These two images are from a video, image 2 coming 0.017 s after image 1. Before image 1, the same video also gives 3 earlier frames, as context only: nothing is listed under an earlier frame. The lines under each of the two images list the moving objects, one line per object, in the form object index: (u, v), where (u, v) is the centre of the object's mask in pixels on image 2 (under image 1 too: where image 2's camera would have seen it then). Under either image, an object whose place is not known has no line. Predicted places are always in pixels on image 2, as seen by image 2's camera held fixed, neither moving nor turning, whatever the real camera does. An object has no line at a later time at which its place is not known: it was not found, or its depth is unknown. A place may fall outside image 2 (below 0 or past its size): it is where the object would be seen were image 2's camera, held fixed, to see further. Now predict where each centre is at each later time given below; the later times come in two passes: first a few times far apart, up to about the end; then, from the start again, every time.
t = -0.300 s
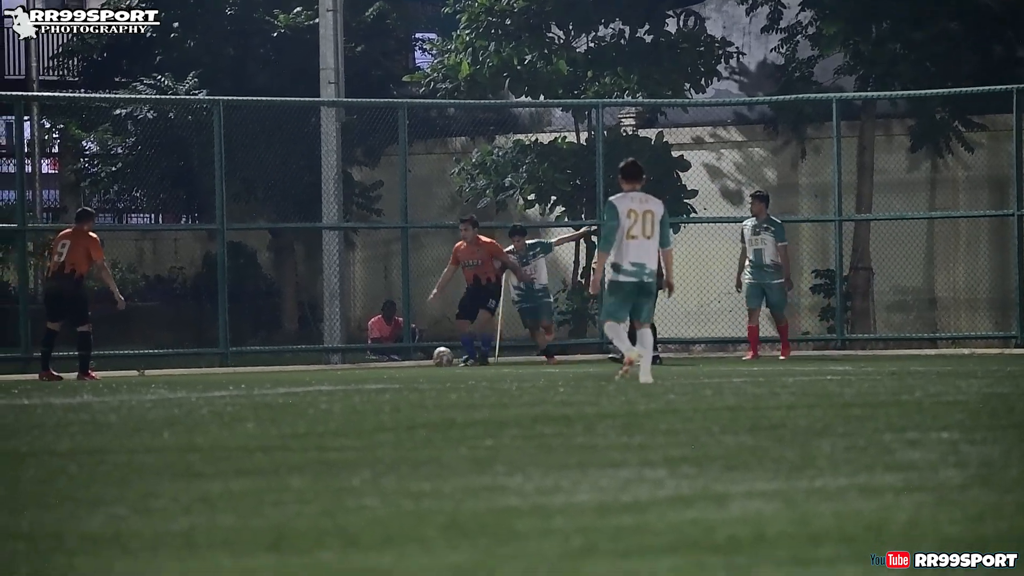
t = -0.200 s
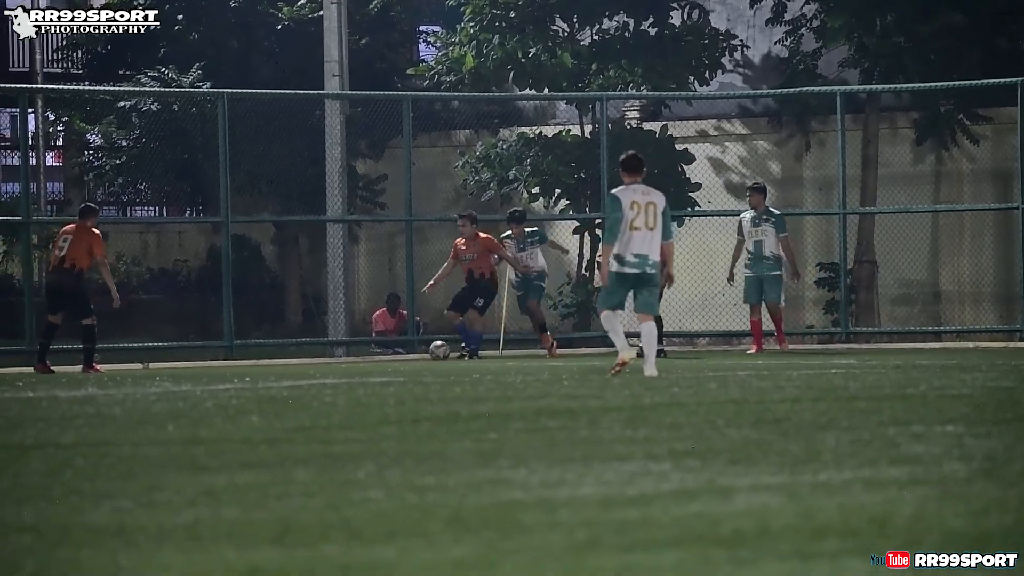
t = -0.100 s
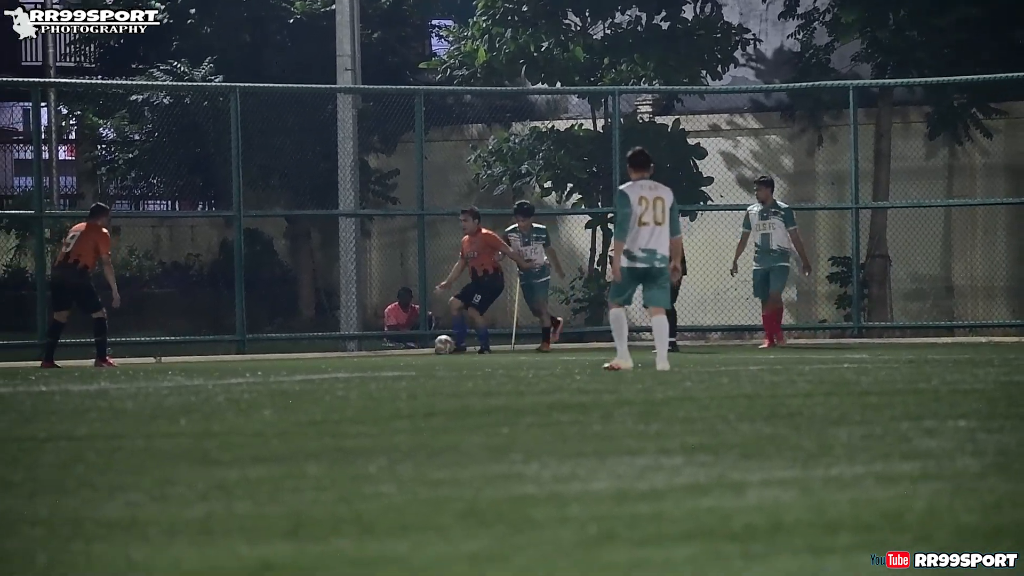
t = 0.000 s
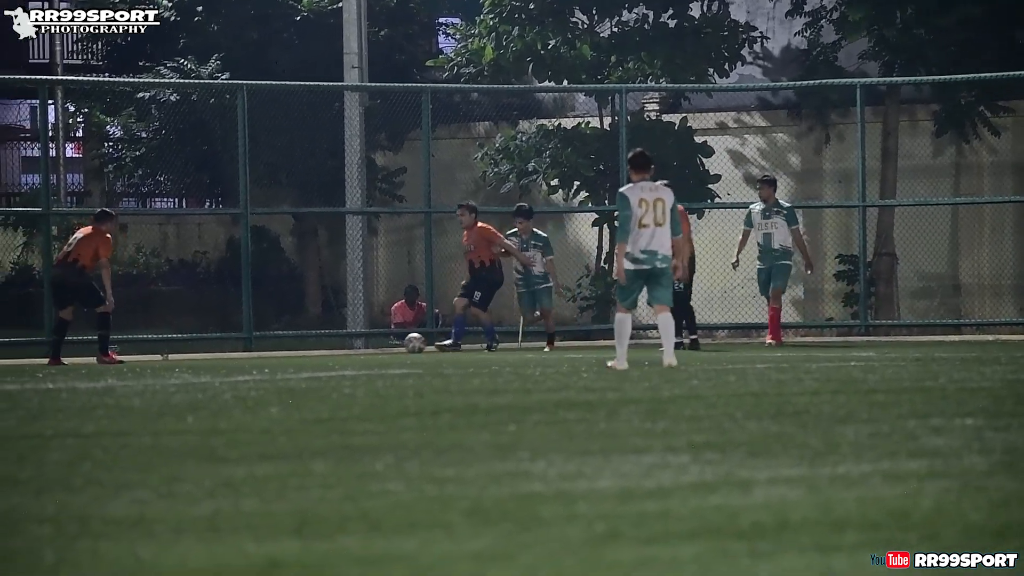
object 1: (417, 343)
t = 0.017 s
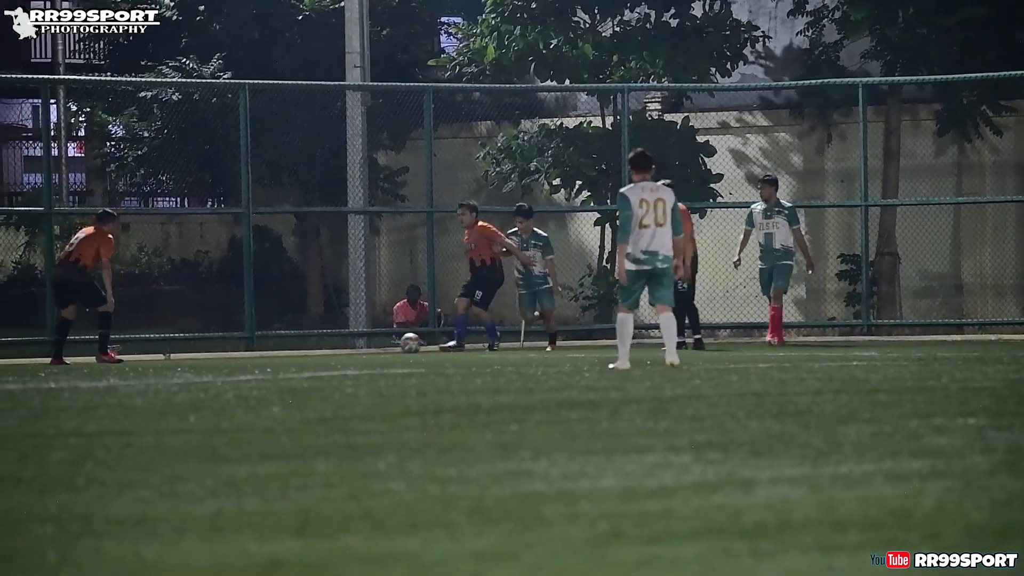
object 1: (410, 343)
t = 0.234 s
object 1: (333, 346)
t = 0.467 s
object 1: (264, 347)
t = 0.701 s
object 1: (205, 349)
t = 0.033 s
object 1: (404, 343)
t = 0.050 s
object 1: (398, 344)
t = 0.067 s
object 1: (392, 344)
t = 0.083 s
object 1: (386, 344)
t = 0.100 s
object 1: (380, 344)
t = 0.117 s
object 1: (373, 344)
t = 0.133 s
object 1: (367, 345)
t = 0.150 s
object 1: (361, 345)
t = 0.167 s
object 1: (356, 345)
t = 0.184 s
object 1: (350, 345)
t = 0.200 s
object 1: (344, 345)
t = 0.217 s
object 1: (338, 346)
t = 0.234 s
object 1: (333, 346)
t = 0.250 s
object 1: (327, 346)
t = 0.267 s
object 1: (322, 346)
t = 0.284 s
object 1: (316, 347)
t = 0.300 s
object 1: (311, 347)
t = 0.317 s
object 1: (306, 347)
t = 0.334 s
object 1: (301, 347)
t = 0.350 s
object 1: (296, 347)
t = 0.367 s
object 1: (292, 347)
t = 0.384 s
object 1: (287, 347)
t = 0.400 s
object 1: (282, 348)
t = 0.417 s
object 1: (277, 347)
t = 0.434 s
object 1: (272, 347)
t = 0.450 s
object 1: (268, 347)
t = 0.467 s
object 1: (264, 347)
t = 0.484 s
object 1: (260, 347)
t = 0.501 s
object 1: (256, 347)
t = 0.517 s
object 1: (251, 347)
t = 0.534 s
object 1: (247, 346)
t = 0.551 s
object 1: (243, 347)
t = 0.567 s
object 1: (238, 347)
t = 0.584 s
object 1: (234, 347)
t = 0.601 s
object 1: (231, 347)
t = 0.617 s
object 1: (226, 347)
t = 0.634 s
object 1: (222, 347)
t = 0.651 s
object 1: (218, 348)
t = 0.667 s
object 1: (214, 348)
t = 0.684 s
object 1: (209, 349)
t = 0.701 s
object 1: (205, 349)
